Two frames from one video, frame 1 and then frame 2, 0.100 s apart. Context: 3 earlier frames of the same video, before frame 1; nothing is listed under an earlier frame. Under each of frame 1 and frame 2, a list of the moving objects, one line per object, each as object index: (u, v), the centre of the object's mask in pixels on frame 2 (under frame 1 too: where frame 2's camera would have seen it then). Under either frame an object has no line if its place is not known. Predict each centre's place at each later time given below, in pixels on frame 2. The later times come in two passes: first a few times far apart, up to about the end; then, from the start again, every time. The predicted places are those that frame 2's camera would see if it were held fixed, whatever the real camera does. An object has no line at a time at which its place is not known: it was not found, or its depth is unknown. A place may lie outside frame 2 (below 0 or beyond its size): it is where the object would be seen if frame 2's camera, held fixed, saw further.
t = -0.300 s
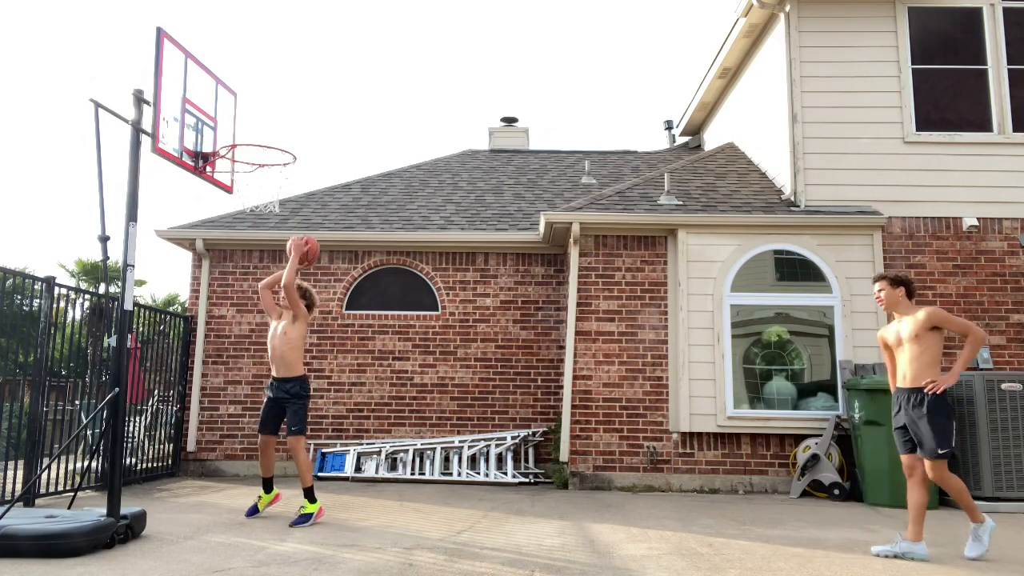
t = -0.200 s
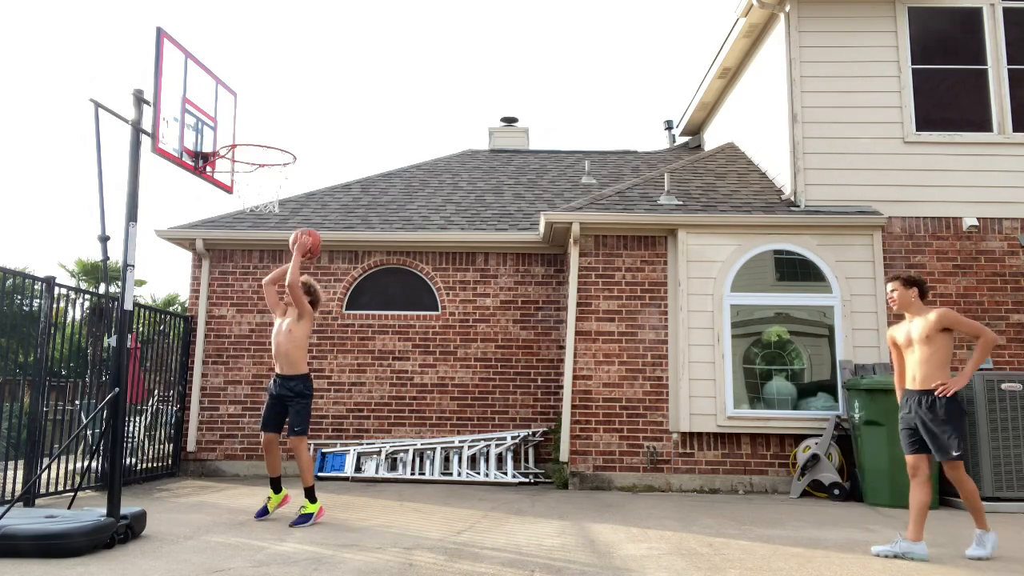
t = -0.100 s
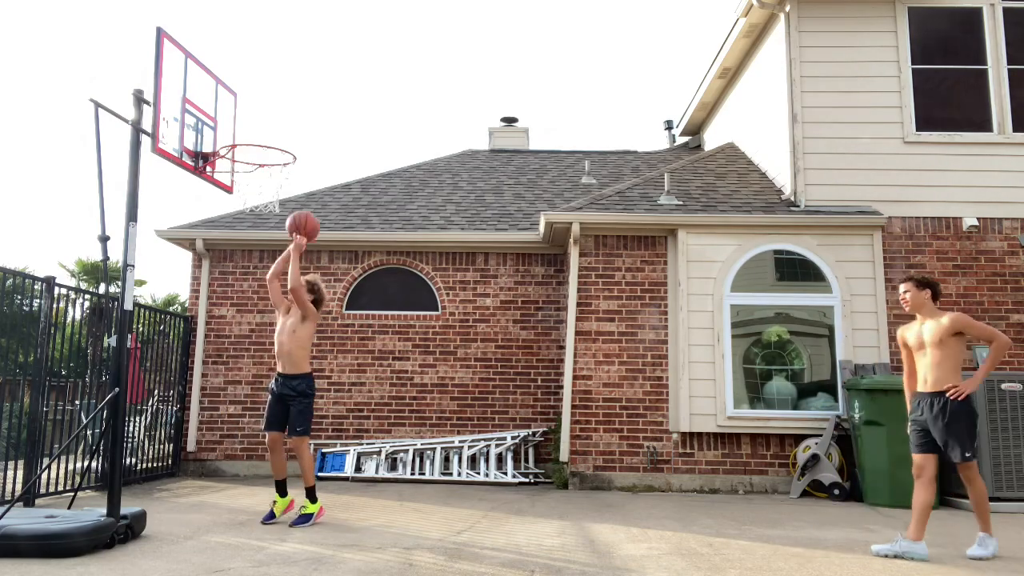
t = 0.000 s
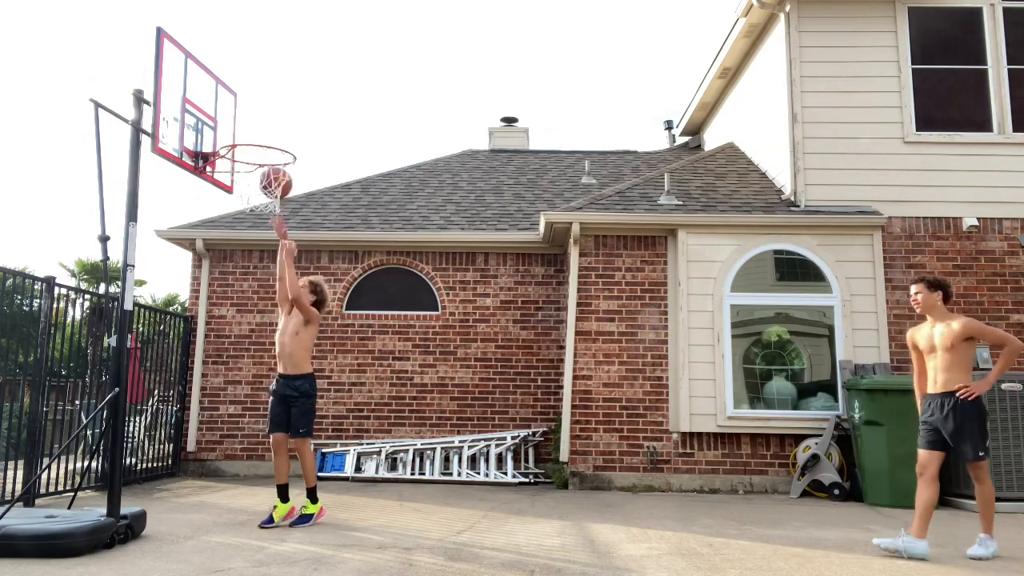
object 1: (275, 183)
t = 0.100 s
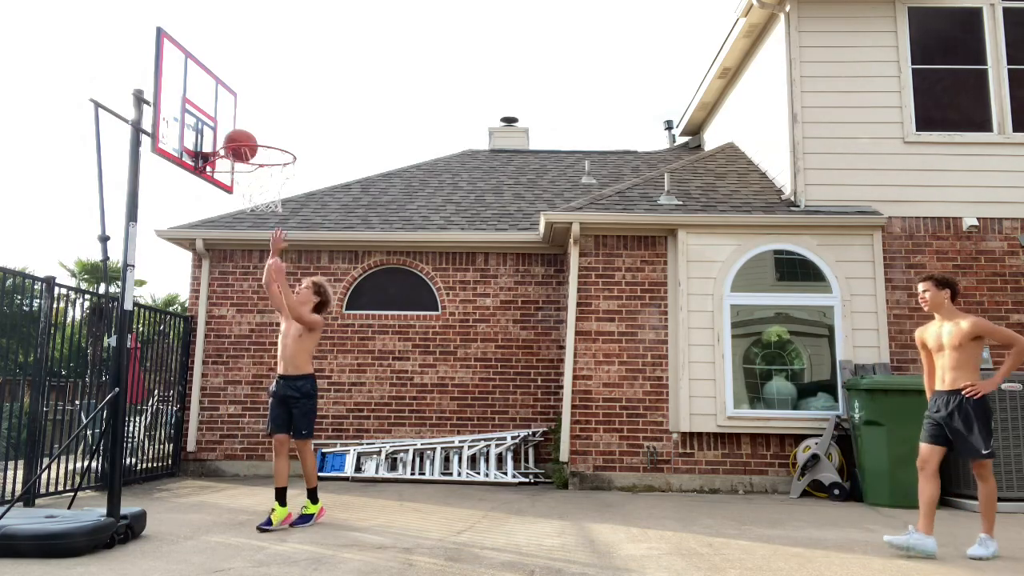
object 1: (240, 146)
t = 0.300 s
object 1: (257, 137)
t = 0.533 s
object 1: (268, 196)
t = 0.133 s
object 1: (240, 140)
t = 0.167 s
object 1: (244, 137)
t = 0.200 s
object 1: (247, 135)
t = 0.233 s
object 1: (250, 134)
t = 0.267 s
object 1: (253, 135)
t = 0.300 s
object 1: (257, 137)
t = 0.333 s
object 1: (260, 141)
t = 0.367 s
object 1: (263, 147)
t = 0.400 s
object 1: (266, 154)
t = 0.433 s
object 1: (269, 163)
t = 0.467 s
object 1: (269, 173)
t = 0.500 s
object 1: (269, 184)
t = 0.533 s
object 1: (268, 196)
